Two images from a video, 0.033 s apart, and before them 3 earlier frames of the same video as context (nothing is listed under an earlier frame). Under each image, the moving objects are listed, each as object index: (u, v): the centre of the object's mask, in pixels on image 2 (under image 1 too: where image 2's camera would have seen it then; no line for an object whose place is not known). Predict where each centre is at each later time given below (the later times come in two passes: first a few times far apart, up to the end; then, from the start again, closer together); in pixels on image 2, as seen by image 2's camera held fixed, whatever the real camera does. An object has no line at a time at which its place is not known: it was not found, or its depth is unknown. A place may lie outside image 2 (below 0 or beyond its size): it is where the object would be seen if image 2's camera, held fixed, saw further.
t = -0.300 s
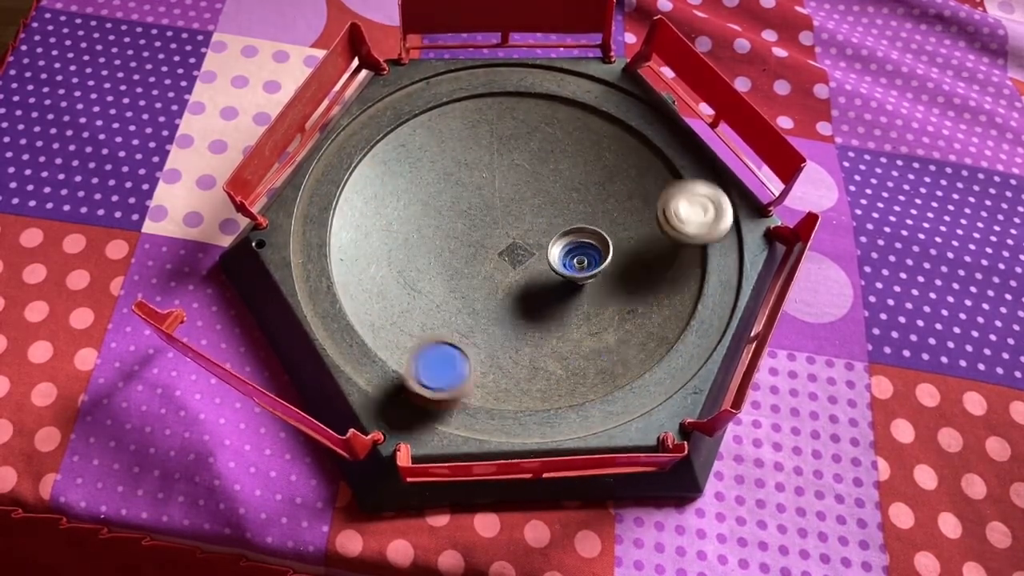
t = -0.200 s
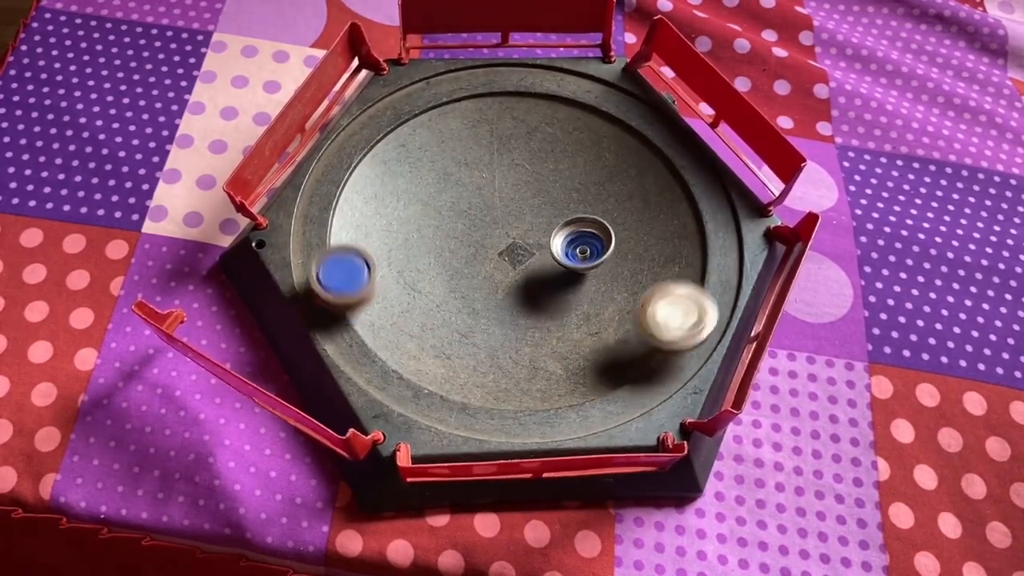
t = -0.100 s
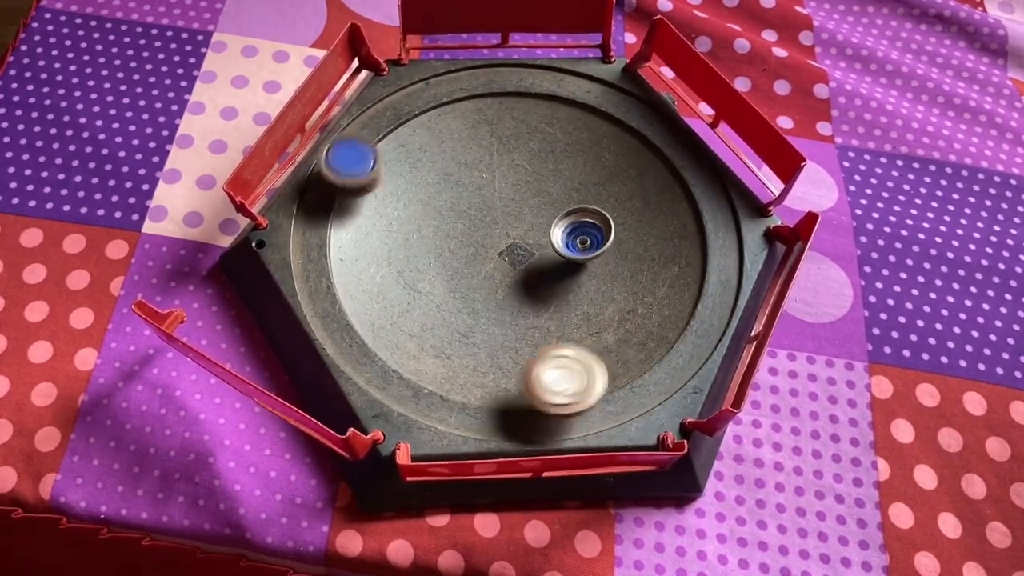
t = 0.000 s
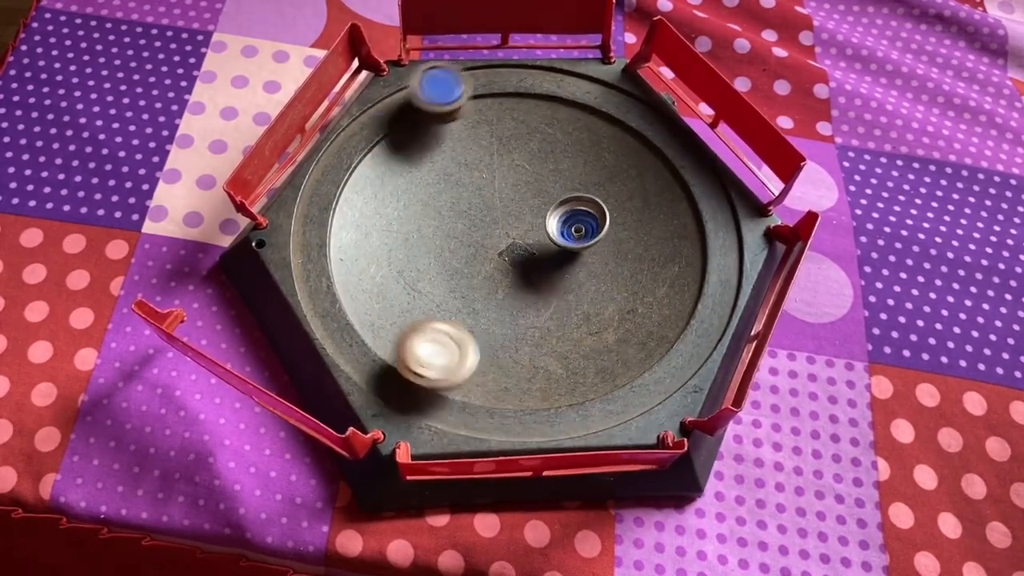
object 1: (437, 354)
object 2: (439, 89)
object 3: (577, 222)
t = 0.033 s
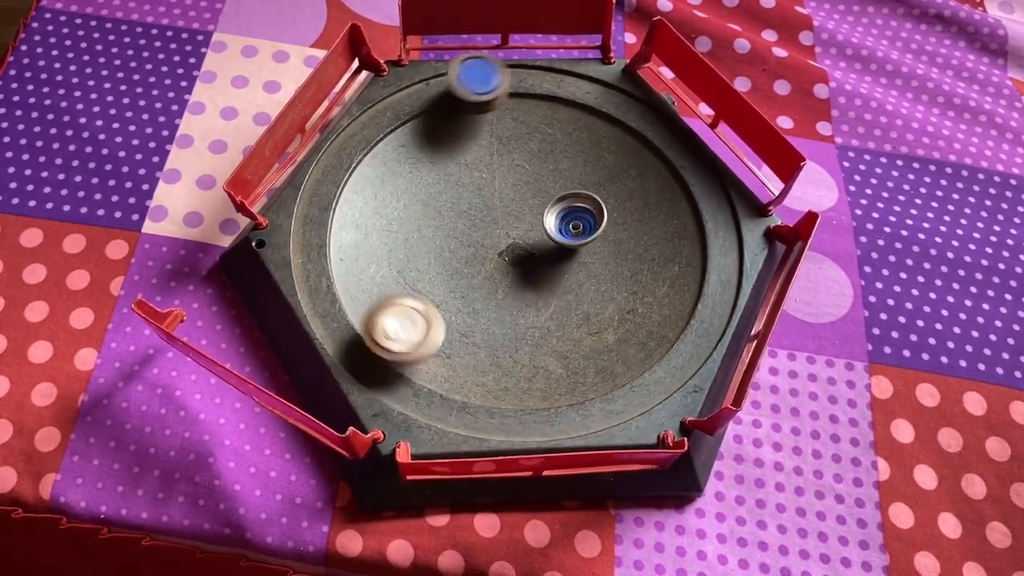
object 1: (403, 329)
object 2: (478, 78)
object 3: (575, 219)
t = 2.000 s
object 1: (379, 145)
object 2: (660, 137)
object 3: (522, 271)
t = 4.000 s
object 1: (555, 97)
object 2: (698, 225)
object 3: (481, 194)
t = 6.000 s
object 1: (643, 155)
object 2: (703, 246)
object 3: (567, 211)
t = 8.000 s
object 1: (586, 329)
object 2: (702, 253)
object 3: (550, 273)
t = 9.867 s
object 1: (542, 326)
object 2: (624, 103)
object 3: (520, 247)
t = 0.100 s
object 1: (367, 266)
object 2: (556, 79)
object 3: (570, 211)
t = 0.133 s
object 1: (362, 234)
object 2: (594, 89)
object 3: (567, 208)
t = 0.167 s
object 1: (368, 200)
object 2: (628, 105)
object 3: (564, 204)
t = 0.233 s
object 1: (404, 143)
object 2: (682, 155)
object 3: (558, 197)
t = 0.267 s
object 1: (431, 121)
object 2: (700, 185)
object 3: (555, 194)
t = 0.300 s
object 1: (463, 106)
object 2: (708, 220)
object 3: (551, 192)
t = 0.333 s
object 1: (497, 95)
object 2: (706, 258)
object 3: (548, 189)
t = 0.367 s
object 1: (533, 91)
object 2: (692, 296)
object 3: (545, 186)
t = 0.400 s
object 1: (570, 94)
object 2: (667, 330)
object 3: (542, 184)
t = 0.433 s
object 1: (603, 103)
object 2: (631, 357)
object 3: (538, 183)
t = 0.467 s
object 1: (635, 118)
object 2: (587, 375)
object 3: (535, 182)
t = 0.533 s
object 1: (684, 165)
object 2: (487, 381)
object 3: (529, 180)
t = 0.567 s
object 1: (698, 198)
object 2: (440, 367)
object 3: (526, 179)
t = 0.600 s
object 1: (703, 233)
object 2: (401, 346)
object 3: (523, 179)
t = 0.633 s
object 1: (698, 268)
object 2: (367, 316)
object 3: (520, 179)
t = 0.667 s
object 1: (682, 301)
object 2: (347, 281)
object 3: (517, 179)
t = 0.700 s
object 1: (657, 330)
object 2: (335, 245)
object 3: (513, 179)
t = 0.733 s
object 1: (625, 351)
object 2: (334, 209)
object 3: (510, 180)
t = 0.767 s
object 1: (585, 365)
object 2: (343, 176)
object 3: (507, 180)
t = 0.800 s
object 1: (543, 369)
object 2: (360, 145)
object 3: (504, 182)
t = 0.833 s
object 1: (502, 365)
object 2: (385, 117)
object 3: (501, 183)
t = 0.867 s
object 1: (461, 350)
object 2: (417, 97)
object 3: (498, 184)
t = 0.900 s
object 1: (427, 329)
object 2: (453, 81)
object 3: (495, 186)
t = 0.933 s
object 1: (401, 303)
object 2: (492, 74)
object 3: (492, 187)
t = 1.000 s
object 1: (373, 242)
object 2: (571, 81)
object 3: (486, 190)
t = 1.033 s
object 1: (371, 210)
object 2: (610, 94)
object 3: (484, 192)
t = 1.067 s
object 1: (378, 180)
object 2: (644, 114)
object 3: (481, 195)
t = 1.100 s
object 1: (392, 151)
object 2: (671, 141)
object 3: (479, 196)
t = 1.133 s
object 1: (413, 125)
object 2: (691, 170)
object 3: (477, 198)
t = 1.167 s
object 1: (439, 106)
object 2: (705, 204)
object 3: (476, 201)
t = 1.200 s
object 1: (470, 91)
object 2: (705, 242)
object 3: (475, 203)
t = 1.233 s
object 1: (504, 83)
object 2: (697, 279)
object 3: (474, 206)
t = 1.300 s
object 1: (573, 86)
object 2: (651, 342)
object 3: (474, 210)
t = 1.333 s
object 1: (607, 97)
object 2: (612, 364)
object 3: (474, 213)
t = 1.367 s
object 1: (636, 114)
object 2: (571, 378)
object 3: (475, 216)
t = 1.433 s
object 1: (680, 165)
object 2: (478, 378)
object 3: (476, 223)
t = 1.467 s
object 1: (690, 197)
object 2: (436, 364)
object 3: (478, 226)
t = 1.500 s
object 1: (693, 230)
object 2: (399, 343)
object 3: (479, 230)
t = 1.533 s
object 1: (684, 264)
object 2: (370, 313)
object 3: (480, 234)
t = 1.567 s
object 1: (668, 296)
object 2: (351, 281)
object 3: (481, 238)
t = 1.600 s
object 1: (644, 323)
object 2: (341, 247)
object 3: (484, 241)
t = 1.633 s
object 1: (613, 344)
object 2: (340, 212)
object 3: (486, 245)
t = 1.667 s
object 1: (575, 357)
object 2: (348, 181)
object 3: (489, 248)
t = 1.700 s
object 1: (533, 362)
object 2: (364, 149)
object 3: (491, 251)
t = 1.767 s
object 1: (451, 344)
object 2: (416, 100)
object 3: (496, 257)
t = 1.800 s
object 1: (417, 325)
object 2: (448, 86)
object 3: (499, 260)
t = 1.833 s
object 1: (389, 299)
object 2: (486, 76)
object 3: (503, 262)
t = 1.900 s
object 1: (358, 237)
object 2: (563, 81)
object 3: (511, 266)
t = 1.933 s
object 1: (357, 205)
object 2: (601, 94)
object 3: (515, 268)
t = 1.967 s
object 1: (363, 173)
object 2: (634, 112)
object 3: (519, 269)
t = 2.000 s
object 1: (379, 145)
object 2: (660, 137)
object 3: (522, 271)
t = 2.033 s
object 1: (401, 120)
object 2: (683, 162)
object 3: (526, 272)
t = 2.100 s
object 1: (460, 90)
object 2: (704, 224)
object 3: (534, 273)
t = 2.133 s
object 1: (494, 84)
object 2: (703, 258)
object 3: (538, 273)
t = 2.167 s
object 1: (530, 85)
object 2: (690, 291)
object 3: (542, 273)
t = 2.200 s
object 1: (565, 91)
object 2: (670, 322)
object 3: (546, 273)
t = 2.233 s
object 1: (596, 105)
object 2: (642, 347)
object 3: (551, 273)
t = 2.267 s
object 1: (625, 123)
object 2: (605, 367)
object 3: (554, 273)
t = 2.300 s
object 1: (649, 147)
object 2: (564, 377)
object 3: (558, 272)
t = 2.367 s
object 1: (677, 204)
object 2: (478, 371)
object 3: (563, 270)
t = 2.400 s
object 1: (681, 238)
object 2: (436, 355)
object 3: (565, 268)
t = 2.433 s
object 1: (675, 271)
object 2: (403, 332)
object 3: (567, 266)
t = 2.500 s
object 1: (638, 329)
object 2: (359, 271)
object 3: (571, 262)
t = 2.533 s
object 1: (606, 351)
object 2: (350, 238)
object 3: (573, 260)
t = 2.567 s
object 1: (569, 365)
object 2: (349, 204)
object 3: (574, 258)
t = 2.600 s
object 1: (529, 370)
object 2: (356, 172)
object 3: (575, 255)
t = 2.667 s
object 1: (449, 357)
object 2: (392, 116)
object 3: (577, 250)
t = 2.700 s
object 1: (413, 338)
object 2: (418, 95)
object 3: (578, 247)
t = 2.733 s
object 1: (385, 312)
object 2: (456, 84)
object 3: (578, 244)
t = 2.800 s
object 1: (354, 251)
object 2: (529, 76)
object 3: (578, 238)
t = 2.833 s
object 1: (352, 219)
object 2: (564, 82)
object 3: (578, 235)
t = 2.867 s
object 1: (359, 188)
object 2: (601, 94)
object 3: (577, 231)
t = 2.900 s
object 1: (375, 161)
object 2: (632, 109)
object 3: (576, 227)
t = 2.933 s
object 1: (397, 137)
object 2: (658, 131)
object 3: (575, 223)
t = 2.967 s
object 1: (423, 119)
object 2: (679, 157)
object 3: (573, 219)
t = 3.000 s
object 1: (455, 106)
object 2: (694, 185)
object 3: (572, 216)
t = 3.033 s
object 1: (490, 100)
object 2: (700, 217)
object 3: (569, 212)
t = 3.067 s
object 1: (524, 98)
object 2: (698, 249)
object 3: (568, 208)
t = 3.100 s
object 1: (559, 103)
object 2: (686, 281)
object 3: (566, 205)
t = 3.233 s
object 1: (667, 175)
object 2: (565, 367)
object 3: (556, 196)
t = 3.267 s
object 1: (681, 204)
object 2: (524, 370)
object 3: (554, 193)
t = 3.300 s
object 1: (688, 235)
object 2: (482, 365)
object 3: (551, 191)
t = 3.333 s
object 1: (686, 269)
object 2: (439, 352)
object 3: (548, 189)
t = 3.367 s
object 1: (676, 299)
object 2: (404, 332)
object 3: (545, 187)
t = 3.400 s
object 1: (656, 327)
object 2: (377, 308)
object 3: (542, 186)
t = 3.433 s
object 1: (629, 350)
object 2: (357, 279)
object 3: (539, 185)
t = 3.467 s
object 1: (594, 366)
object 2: (344, 247)
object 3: (537, 185)
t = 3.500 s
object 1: (555, 375)
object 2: (341, 215)
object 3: (534, 184)
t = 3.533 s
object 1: (514, 375)
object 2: (345, 186)
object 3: (531, 184)
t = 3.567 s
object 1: (474, 367)
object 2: (355, 155)
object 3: (528, 184)
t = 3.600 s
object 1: (438, 351)
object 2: (373, 129)
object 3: (524, 184)
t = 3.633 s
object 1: (408, 327)
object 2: (401, 110)
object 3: (521, 184)
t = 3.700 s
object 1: (371, 269)
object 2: (466, 80)
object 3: (512, 184)
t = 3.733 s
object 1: (367, 237)
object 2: (502, 77)
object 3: (507, 185)
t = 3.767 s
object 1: (371, 206)
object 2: (537, 78)
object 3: (504, 185)
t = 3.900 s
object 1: (455, 113)
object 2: (661, 136)
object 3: (488, 189)
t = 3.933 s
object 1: (487, 103)
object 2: (681, 163)
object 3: (485, 190)
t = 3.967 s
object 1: (521, 96)
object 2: (693, 192)
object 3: (483, 192)
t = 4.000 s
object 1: (555, 97)
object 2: (698, 225)
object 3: (481, 194)
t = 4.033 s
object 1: (587, 103)
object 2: (694, 259)
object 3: (479, 196)
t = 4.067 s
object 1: (618, 113)
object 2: (683, 292)
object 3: (477, 198)
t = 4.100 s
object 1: (646, 130)
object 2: (664, 322)
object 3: (475, 200)
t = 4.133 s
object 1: (669, 152)
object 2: (638, 345)
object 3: (474, 202)
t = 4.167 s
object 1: (687, 178)
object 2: (604, 364)
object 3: (473, 205)
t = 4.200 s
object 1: (699, 208)
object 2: (565, 378)
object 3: (472, 207)
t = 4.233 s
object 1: (702, 239)
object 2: (525, 382)
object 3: (472, 210)
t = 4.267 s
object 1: (696, 271)
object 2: (485, 379)
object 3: (472, 213)
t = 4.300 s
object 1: (681, 301)
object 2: (445, 367)
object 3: (473, 217)
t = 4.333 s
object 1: (659, 327)
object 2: (407, 350)
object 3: (473, 220)
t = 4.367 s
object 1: (629, 349)
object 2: (376, 327)
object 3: (474, 223)
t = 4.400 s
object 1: (592, 362)
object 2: (355, 297)
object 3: (474, 227)
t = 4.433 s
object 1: (553, 368)
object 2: (340, 265)
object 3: (476, 230)
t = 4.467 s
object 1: (513, 366)
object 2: (334, 234)
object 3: (478, 234)
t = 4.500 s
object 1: (474, 355)
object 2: (334, 200)
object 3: (480, 237)
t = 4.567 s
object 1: (412, 313)
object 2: (363, 145)
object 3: (483, 245)
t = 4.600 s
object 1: (391, 286)
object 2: (386, 120)
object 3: (486, 247)
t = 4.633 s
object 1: (378, 255)
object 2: (415, 101)
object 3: (488, 250)
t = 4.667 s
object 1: (373, 225)
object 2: (446, 88)
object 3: (491, 253)
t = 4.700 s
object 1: (376, 194)
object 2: (482, 79)
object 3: (494, 255)
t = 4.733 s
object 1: (388, 166)
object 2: (517, 76)
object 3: (497, 258)
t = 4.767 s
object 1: (405, 140)
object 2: (551, 78)
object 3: (500, 261)
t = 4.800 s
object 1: (429, 119)
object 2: (589, 87)
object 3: (503, 263)
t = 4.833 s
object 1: (455, 102)
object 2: (621, 101)
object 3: (507, 264)
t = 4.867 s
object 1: (485, 91)
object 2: (649, 119)
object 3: (510, 265)
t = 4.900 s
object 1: (517, 85)
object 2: (673, 145)
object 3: (513, 266)
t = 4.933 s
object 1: (550, 86)
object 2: (691, 171)
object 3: (517, 267)
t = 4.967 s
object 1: (582, 92)
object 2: (704, 201)
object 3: (521, 268)
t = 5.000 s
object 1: (613, 105)
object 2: (707, 233)
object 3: (526, 269)
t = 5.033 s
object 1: (639, 122)
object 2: (702, 267)
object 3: (530, 270)
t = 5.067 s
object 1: (660, 145)
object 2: (688, 301)
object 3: (535, 271)
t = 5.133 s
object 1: (685, 200)
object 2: (635, 354)
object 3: (545, 271)
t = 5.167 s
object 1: (686, 231)
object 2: (599, 372)
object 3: (549, 271)
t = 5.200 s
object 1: (680, 262)
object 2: (557, 382)
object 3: (554, 270)
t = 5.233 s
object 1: (666, 291)
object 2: (515, 383)
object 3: (558, 269)
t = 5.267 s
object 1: (645, 317)
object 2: (474, 376)
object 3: (562, 268)
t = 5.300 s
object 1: (615, 338)
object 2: (433, 361)
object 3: (566, 267)
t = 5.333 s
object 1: (580, 352)
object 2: (402, 340)
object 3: (569, 266)
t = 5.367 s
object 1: (543, 358)
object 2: (378, 313)
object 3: (572, 265)
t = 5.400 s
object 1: (505, 357)
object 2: (361, 283)
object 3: (575, 263)
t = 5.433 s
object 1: (468, 349)
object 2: (351, 251)
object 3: (578, 261)
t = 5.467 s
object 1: (435, 333)
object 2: (349, 219)
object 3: (580, 259)
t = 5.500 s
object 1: (406, 311)
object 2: (356, 188)
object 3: (581, 257)
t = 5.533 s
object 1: (384, 285)
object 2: (369, 158)
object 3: (582, 256)
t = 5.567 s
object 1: (371, 256)
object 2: (389, 133)
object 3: (583, 253)
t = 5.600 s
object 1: (364, 226)
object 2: (414, 114)
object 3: (584, 251)
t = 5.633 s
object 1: (367, 197)
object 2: (442, 98)
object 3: (584, 248)
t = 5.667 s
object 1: (378, 168)
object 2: (472, 85)
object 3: (584, 246)
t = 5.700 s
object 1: (394, 143)
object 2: (505, 79)
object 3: (583, 243)
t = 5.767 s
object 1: (443, 107)
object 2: (572, 82)
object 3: (581, 236)
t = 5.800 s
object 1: (473, 97)
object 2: (607, 97)
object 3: (580, 233)
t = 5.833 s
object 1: (506, 93)
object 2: (636, 112)
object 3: (578, 230)
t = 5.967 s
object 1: (623, 133)
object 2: (704, 215)
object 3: (570, 214)
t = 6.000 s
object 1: (643, 155)
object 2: (703, 246)
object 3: (567, 211)
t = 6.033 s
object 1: (659, 181)
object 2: (695, 277)
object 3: (564, 208)
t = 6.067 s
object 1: (668, 210)
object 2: (679, 305)
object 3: (562, 204)
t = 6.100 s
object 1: (671, 240)
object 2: (656, 332)
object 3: (559, 201)
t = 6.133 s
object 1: (665, 270)
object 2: (626, 355)
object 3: (557, 198)
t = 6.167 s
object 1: (652, 299)
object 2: (590, 368)
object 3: (554, 195)
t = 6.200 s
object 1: (631, 324)
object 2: (550, 378)
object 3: (552, 193)
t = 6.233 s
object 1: (604, 345)
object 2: (509, 376)
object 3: (549, 191)
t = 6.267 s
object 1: (573, 358)
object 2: (468, 368)
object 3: (546, 189)
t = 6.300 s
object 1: (537, 365)
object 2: (429, 347)
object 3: (543, 188)
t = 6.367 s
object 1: (462, 354)
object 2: (378, 299)
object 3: (536, 185)
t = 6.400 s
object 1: (428, 337)
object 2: (363, 271)
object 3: (533, 184)
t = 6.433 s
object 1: (401, 315)
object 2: (356, 241)
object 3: (530, 184)
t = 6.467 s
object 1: (381, 288)
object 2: (353, 211)
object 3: (527, 184)
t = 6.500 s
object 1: (370, 259)
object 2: (359, 180)
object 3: (523, 184)
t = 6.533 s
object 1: (367, 229)
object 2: (371, 151)
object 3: (520, 184)
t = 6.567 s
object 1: (373, 200)
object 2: (389, 125)
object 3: (516, 184)
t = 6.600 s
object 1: (385, 175)
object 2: (414, 104)
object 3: (512, 185)
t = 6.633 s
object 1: (405, 153)
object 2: (441, 90)
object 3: (508, 185)
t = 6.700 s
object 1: (456, 122)
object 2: (507, 78)
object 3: (502, 187)
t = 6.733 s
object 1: (486, 115)
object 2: (541, 78)
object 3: (499, 188)
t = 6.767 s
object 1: (514, 115)
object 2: (577, 86)
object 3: (496, 189)
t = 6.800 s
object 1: (543, 119)
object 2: (611, 103)
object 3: (495, 191)
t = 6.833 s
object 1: (572, 129)
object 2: (640, 120)
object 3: (492, 193)
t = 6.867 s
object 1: (596, 144)
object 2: (665, 142)
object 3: (490, 194)
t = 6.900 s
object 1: (614, 162)
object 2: (687, 167)
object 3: (488, 196)
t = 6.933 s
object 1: (628, 185)
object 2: (700, 196)
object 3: (486, 199)
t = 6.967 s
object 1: (638, 210)
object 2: (705, 227)
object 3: (483, 201)
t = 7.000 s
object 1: (637, 236)
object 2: (703, 260)
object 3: (481, 204)
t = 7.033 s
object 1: (630, 262)
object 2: (692, 292)
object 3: (480, 207)
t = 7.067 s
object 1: (615, 286)
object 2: (673, 322)
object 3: (479, 209)
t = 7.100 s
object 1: (588, 302)
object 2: (644, 346)
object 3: (479, 212)
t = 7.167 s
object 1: (528, 322)
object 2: (569, 374)
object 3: (479, 219)
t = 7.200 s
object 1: (496, 322)
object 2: (529, 377)
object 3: (479, 222)
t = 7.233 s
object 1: (466, 313)
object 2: (488, 373)
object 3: (480, 226)
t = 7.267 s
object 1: (438, 300)
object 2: (451, 361)
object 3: (481, 229)
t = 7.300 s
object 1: (416, 282)
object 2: (416, 342)
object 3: (483, 232)
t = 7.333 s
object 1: (398, 259)
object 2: (390, 318)
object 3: (485, 236)
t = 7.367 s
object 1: (388, 235)
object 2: (370, 290)
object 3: (487, 240)
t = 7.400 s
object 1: (385, 208)
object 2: (359, 260)
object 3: (489, 244)
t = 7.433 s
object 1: (391, 183)
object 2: (355, 229)
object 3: (491, 247)
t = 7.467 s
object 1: (403, 157)
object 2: (360, 200)
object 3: (494, 250)
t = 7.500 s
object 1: (421, 137)
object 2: (370, 172)
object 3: (497, 253)
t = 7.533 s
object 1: (446, 121)
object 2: (385, 147)
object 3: (500, 256)
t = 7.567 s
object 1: (472, 111)
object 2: (405, 125)
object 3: (502, 259)
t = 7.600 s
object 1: (502, 106)
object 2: (430, 106)
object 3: (506, 262)
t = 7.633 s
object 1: (532, 108)
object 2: (458, 93)
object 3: (509, 265)
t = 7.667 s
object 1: (561, 115)
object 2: (489, 83)
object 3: (513, 267)
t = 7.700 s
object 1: (587, 126)
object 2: (521, 78)
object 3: (517, 269)
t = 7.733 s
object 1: (611, 143)
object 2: (553, 78)
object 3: (520, 270)
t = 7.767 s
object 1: (630, 164)
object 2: (588, 87)
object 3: (523, 271)
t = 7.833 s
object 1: (650, 212)
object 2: (645, 119)
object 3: (531, 273)
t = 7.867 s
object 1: (651, 239)
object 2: (668, 139)
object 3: (534, 273)
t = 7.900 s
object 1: (645, 265)
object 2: (686, 164)
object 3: (538, 274)
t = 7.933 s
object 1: (632, 290)
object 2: (698, 192)
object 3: (542, 273)
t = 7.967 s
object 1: (612, 312)
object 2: (704, 222)
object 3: (546, 273)
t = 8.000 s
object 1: (586, 329)
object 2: (702, 253)
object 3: (550, 273)
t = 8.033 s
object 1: (556, 341)
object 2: (693, 284)
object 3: (554, 272)
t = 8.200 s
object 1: (414, 300)
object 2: (547, 375)
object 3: (571, 264)
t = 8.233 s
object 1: (398, 277)
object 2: (509, 376)
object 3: (574, 262)
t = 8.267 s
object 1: (389, 253)
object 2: (469, 364)
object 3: (577, 260)
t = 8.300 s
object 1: (387, 228)
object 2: (433, 349)
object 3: (578, 257)
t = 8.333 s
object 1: (392, 204)
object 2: (403, 327)
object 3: (579, 255)
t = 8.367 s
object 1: (403, 183)
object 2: (379, 301)
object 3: (581, 252)
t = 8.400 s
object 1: (421, 164)
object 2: (363, 272)
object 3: (582, 249)
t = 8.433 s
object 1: (443, 148)
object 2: (353, 242)
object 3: (582, 247)
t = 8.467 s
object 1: (469, 138)
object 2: (351, 211)
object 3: (583, 244)
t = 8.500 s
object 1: (495, 131)
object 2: (355, 182)
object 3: (583, 240)
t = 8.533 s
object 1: (525, 130)
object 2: (366, 153)
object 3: (582, 237)
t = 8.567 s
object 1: (552, 133)
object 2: (382, 128)
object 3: (582, 234)
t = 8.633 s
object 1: (602, 154)
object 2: (431, 90)
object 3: (578, 227)
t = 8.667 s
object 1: (622, 171)
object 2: (465, 82)
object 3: (577, 223)
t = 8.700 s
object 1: (638, 191)
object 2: (498, 77)
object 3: (575, 221)
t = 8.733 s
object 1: (649, 215)
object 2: (531, 76)
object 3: (572, 218)
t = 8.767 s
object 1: (652, 239)
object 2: (563, 80)
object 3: (569, 215)
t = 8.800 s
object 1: (649, 264)
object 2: (596, 91)
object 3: (566, 212)
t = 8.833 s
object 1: (639, 289)
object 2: (625, 105)
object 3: (563, 209)
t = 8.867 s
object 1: (622, 310)
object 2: (650, 125)
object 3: (560, 206)
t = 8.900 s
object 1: (601, 328)
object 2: (669, 148)
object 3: (557, 203)
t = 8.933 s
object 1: (572, 340)
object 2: (685, 173)
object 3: (554, 201)
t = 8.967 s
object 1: (541, 345)
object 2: (694, 202)
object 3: (551, 198)
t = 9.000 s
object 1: (509, 343)
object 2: (696, 233)
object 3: (548, 196)
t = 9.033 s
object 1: (478, 335)
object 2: (690, 264)
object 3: (544, 193)
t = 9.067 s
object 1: (451, 320)
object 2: (677, 294)
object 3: (541, 191)
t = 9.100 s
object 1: (430, 300)
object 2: (658, 320)
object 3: (537, 189)
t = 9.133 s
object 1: (414, 275)
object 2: (633, 342)
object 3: (533, 188)
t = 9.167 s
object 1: (407, 250)
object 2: (600, 361)
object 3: (530, 187)
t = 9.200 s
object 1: (407, 226)
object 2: (564, 372)
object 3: (526, 186)
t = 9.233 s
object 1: (412, 202)
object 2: (527, 375)
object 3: (522, 186)
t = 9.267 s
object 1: (425, 180)
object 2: (486, 371)
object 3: (519, 185)
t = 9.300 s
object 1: (443, 161)
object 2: (448, 361)
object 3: (515, 185)
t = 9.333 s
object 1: (464, 146)
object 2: (413, 343)
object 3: (513, 186)
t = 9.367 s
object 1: (483, 131)
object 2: (385, 320)
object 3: (523, 193)
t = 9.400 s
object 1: (508, 122)
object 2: (363, 293)
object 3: (531, 199)
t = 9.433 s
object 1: (533, 117)
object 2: (350, 265)
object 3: (537, 204)
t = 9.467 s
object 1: (559, 118)
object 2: (342, 234)
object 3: (539, 207)
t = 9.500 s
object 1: (586, 124)
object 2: (342, 205)
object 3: (539, 210)
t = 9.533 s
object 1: (610, 135)
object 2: (348, 177)
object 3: (538, 213)
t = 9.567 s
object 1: (630, 151)
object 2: (361, 149)
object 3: (536, 217)
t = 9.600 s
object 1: (647, 171)
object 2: (381, 125)
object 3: (534, 221)
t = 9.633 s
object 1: (657, 194)
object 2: (405, 106)
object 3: (531, 223)
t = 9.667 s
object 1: (661, 219)
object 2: (432, 91)
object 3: (529, 226)
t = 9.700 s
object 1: (656, 245)
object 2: (463, 81)
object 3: (526, 229)
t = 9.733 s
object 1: (645, 270)
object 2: (496, 75)
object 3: (525, 233)
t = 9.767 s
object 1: (627, 291)
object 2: (531, 75)
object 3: (524, 236)
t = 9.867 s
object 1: (542, 326)
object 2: (624, 103)
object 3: (520, 247)
